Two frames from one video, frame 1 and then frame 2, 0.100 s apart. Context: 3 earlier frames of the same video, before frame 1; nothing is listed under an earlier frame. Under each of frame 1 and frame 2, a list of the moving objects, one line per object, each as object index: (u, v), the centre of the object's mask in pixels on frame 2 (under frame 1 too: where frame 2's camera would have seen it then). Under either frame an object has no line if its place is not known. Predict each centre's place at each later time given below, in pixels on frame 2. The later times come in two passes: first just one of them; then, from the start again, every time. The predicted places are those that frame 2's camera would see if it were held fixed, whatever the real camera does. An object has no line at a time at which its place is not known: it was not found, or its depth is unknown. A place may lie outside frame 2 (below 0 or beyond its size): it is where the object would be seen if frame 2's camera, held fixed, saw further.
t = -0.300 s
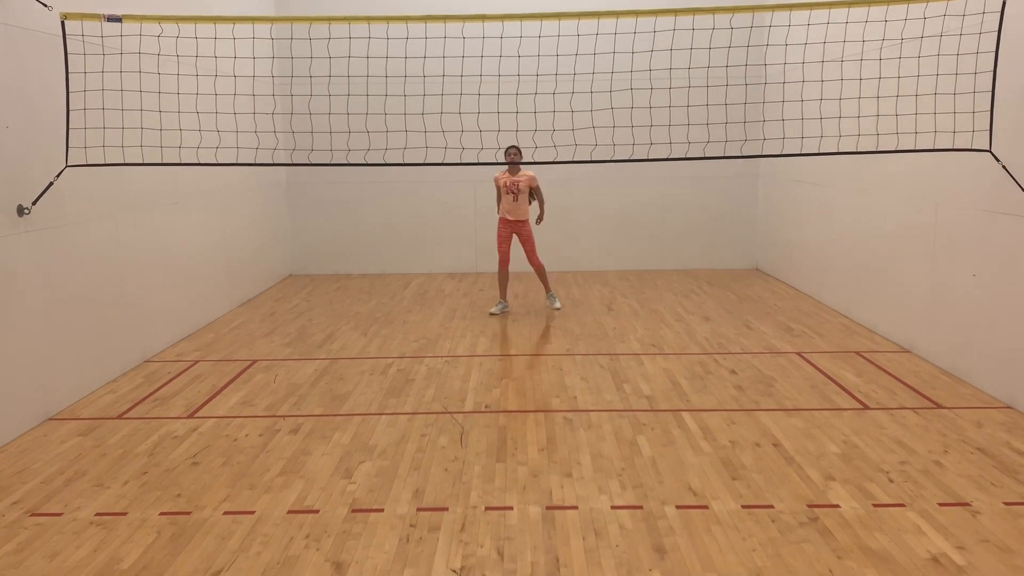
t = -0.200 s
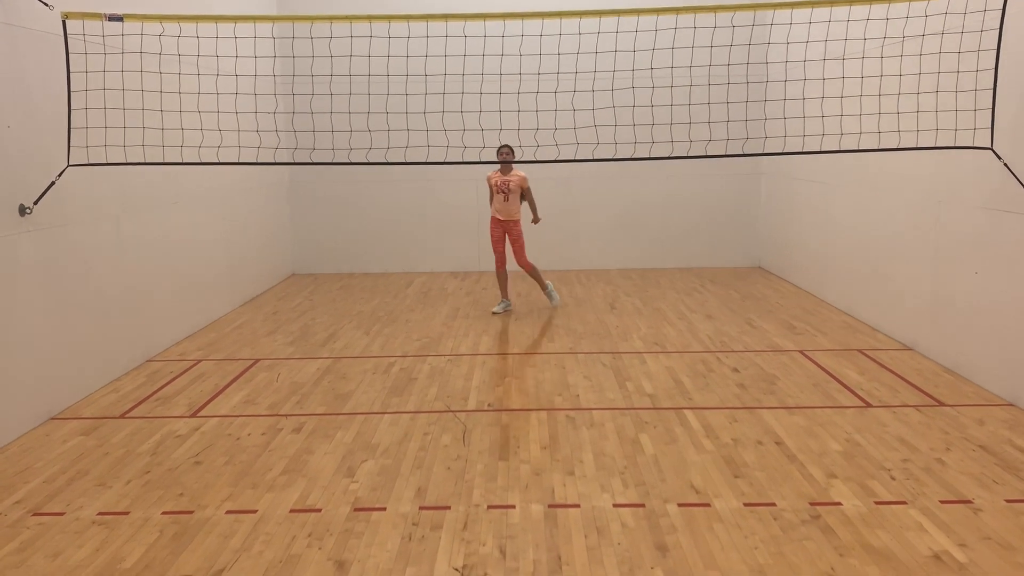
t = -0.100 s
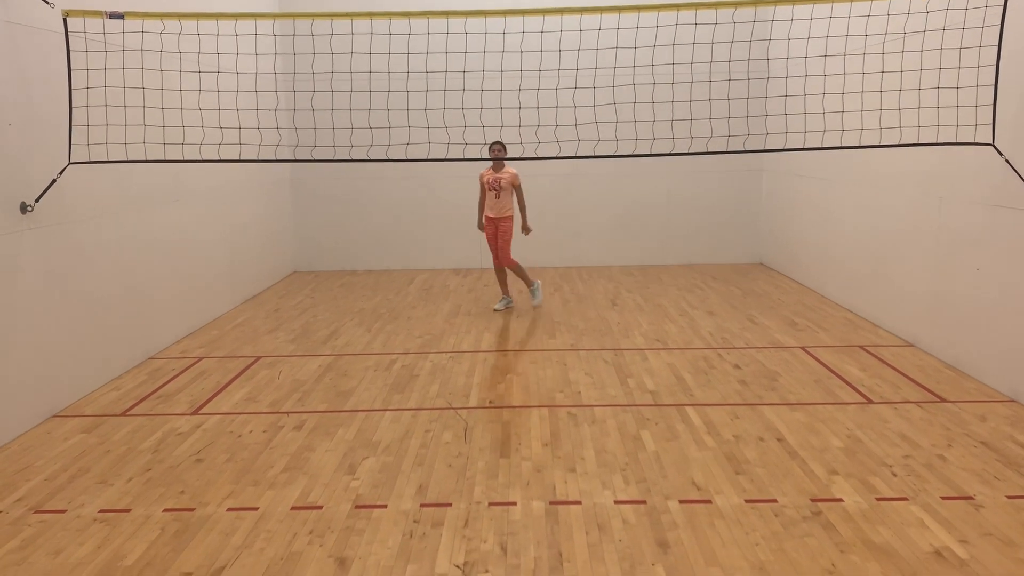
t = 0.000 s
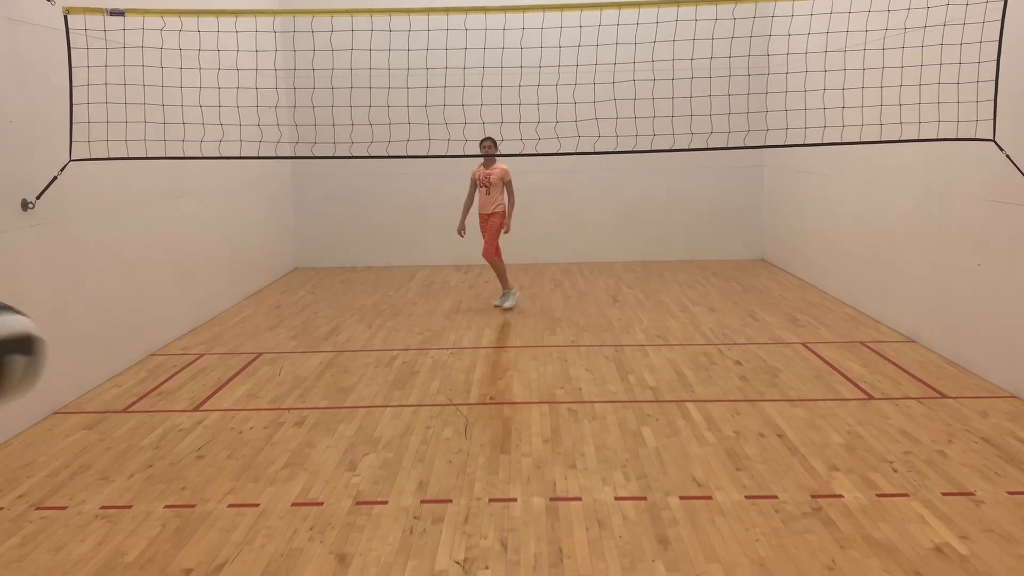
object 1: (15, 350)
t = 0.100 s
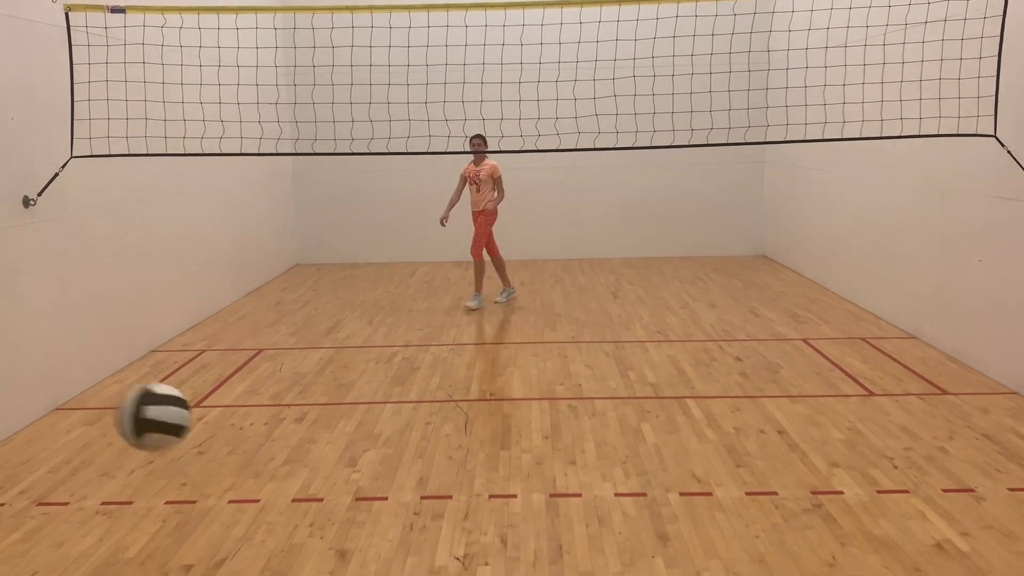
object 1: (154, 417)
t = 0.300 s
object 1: (268, 412)
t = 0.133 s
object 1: (186, 436)
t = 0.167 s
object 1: (212, 456)
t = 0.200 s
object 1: (234, 472)
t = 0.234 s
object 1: (251, 489)
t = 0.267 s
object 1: (262, 455)
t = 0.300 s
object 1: (268, 412)
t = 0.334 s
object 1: (273, 373)
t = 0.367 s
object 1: (280, 340)
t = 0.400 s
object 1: (283, 310)
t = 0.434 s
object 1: (288, 287)
